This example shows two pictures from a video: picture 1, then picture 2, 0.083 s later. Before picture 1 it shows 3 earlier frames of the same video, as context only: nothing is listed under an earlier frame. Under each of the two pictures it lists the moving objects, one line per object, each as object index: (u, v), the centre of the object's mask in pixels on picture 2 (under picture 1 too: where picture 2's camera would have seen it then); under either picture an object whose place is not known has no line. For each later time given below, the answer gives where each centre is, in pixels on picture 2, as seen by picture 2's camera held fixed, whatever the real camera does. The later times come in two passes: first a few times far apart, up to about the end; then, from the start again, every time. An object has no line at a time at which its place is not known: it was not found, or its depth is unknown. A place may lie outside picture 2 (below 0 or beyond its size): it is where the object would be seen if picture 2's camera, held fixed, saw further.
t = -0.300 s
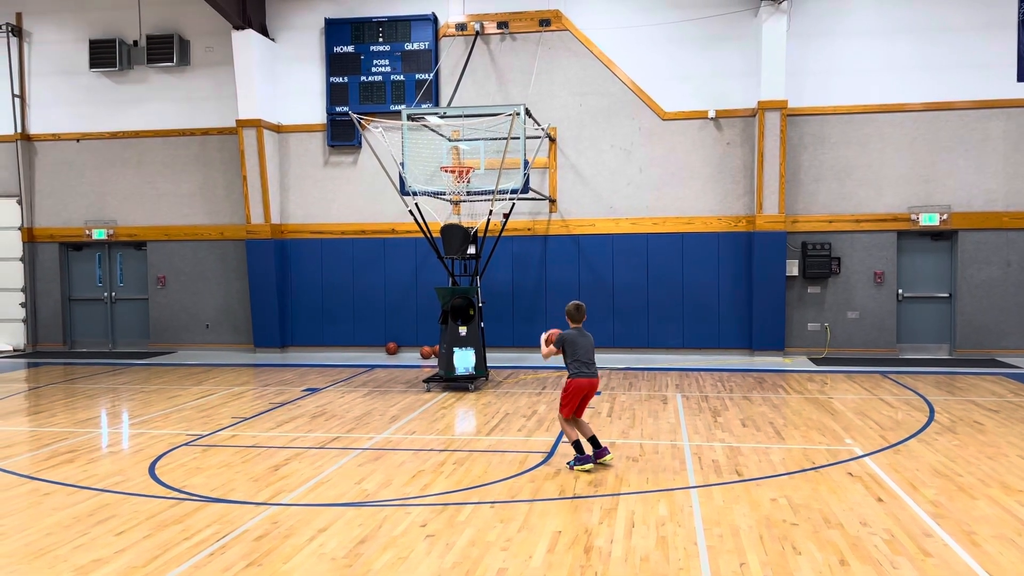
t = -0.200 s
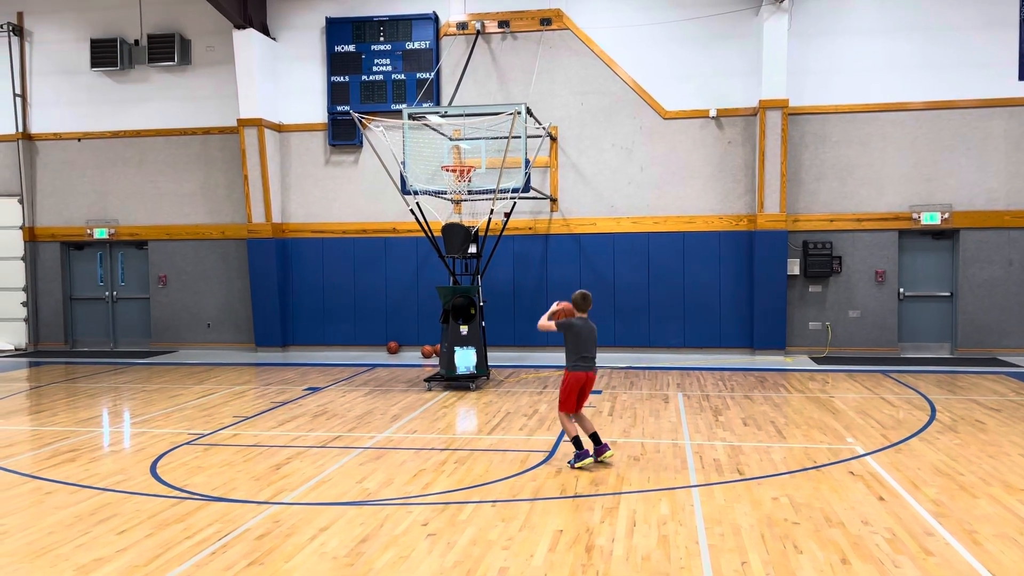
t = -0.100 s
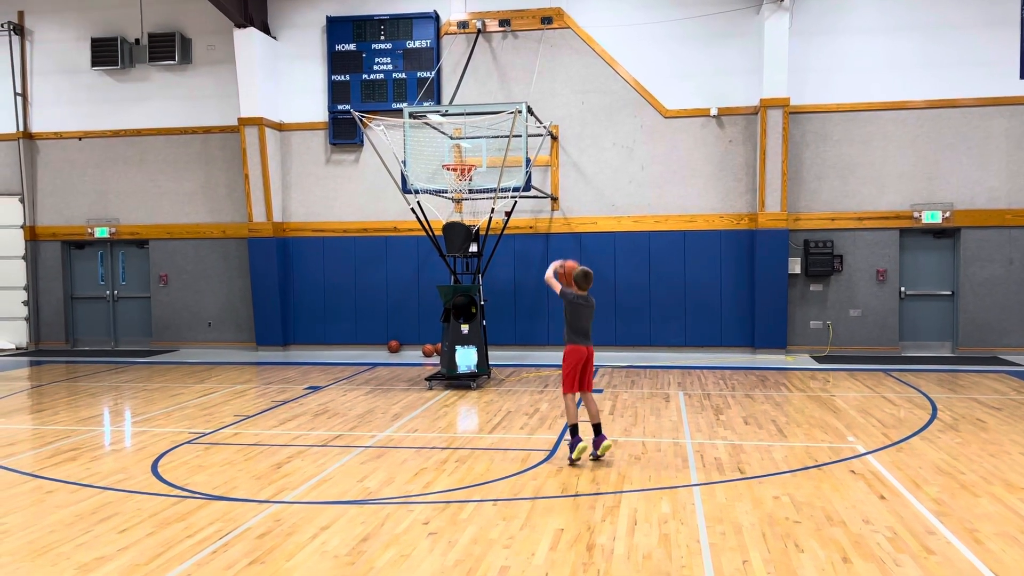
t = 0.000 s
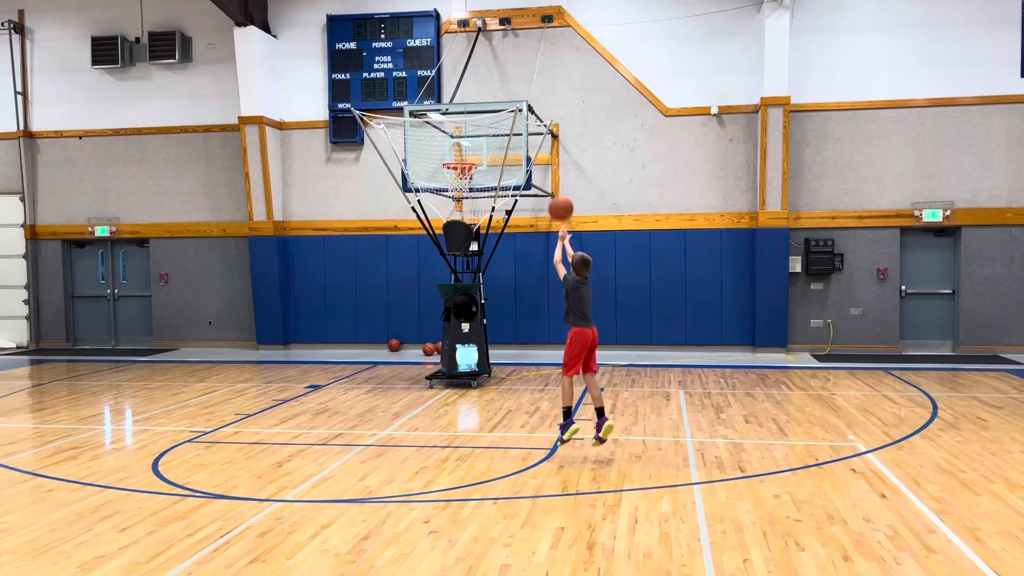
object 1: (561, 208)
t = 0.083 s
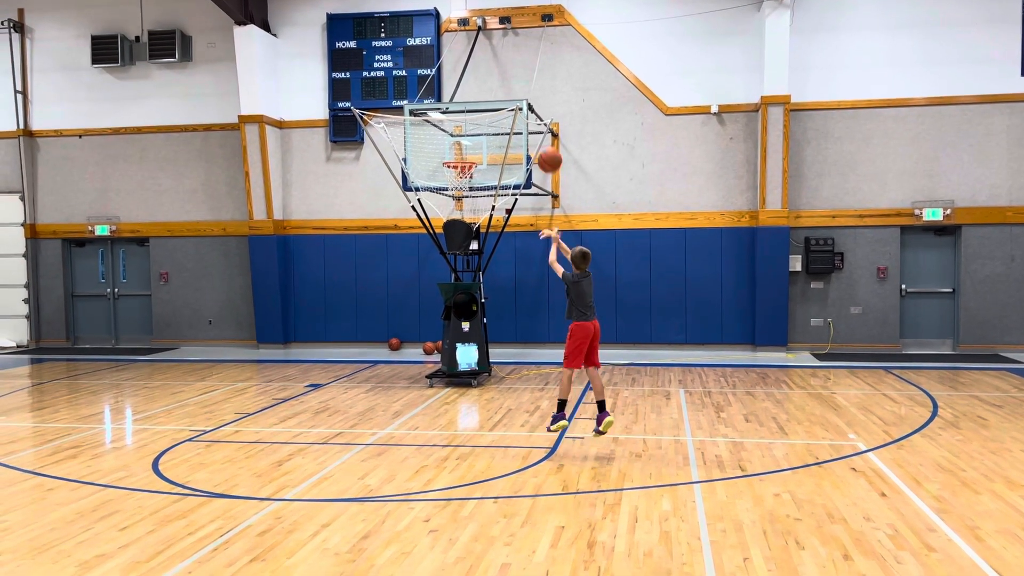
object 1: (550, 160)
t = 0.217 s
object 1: (534, 106)
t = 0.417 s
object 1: (512, 65)
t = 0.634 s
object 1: (493, 64)
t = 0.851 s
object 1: (477, 99)
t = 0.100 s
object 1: (548, 153)
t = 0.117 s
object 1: (545, 144)
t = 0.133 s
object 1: (544, 137)
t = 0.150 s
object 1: (541, 130)
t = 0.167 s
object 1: (540, 123)
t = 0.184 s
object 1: (538, 117)
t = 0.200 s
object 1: (536, 111)
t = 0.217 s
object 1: (534, 106)
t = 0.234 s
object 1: (532, 100)
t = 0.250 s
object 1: (530, 95)
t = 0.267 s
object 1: (528, 91)
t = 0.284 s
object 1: (526, 87)
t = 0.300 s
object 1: (524, 83)
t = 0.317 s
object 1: (522, 79)
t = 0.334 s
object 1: (520, 76)
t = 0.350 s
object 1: (519, 73)
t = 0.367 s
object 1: (517, 71)
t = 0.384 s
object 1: (515, 68)
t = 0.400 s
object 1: (514, 66)
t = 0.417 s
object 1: (512, 65)
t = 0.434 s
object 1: (510, 63)
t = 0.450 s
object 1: (509, 62)
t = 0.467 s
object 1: (507, 61)
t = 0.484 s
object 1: (506, 60)
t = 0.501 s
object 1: (504, 59)
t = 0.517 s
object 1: (503, 59)
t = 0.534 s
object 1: (501, 59)
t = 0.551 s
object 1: (500, 59)
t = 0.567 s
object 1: (498, 60)
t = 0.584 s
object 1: (497, 61)
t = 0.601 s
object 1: (496, 62)
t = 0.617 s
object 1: (494, 63)
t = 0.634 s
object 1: (493, 64)
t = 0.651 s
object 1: (492, 66)
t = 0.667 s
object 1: (490, 68)
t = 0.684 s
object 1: (489, 70)
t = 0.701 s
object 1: (488, 72)
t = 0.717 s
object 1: (486, 74)
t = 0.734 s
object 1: (485, 76)
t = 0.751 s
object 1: (484, 79)
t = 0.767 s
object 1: (483, 82)
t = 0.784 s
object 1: (482, 85)
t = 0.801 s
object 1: (481, 88)
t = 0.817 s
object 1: (479, 92)
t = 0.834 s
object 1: (478, 95)
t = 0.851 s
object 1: (477, 99)
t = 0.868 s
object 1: (476, 103)
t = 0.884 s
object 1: (475, 107)
